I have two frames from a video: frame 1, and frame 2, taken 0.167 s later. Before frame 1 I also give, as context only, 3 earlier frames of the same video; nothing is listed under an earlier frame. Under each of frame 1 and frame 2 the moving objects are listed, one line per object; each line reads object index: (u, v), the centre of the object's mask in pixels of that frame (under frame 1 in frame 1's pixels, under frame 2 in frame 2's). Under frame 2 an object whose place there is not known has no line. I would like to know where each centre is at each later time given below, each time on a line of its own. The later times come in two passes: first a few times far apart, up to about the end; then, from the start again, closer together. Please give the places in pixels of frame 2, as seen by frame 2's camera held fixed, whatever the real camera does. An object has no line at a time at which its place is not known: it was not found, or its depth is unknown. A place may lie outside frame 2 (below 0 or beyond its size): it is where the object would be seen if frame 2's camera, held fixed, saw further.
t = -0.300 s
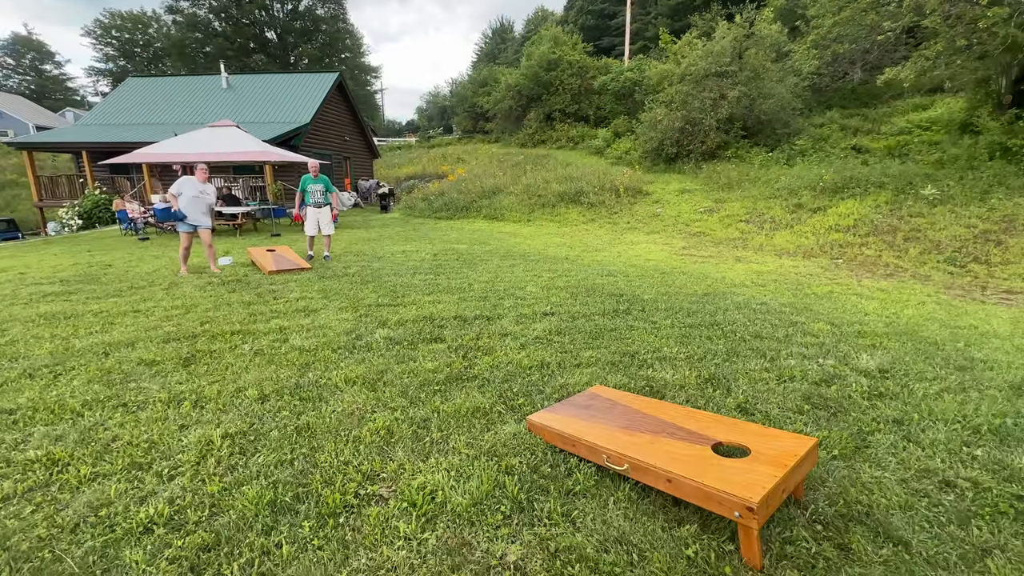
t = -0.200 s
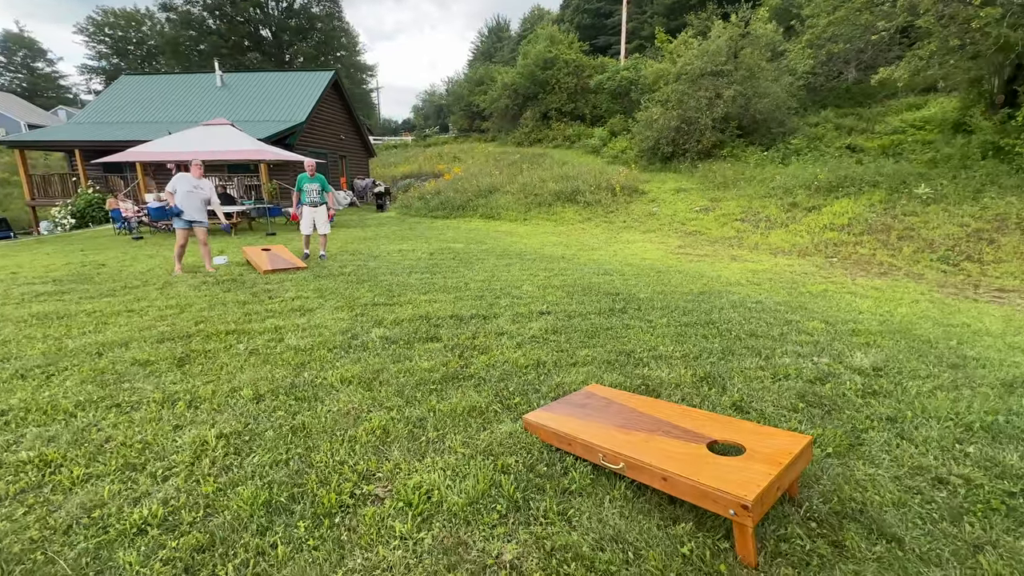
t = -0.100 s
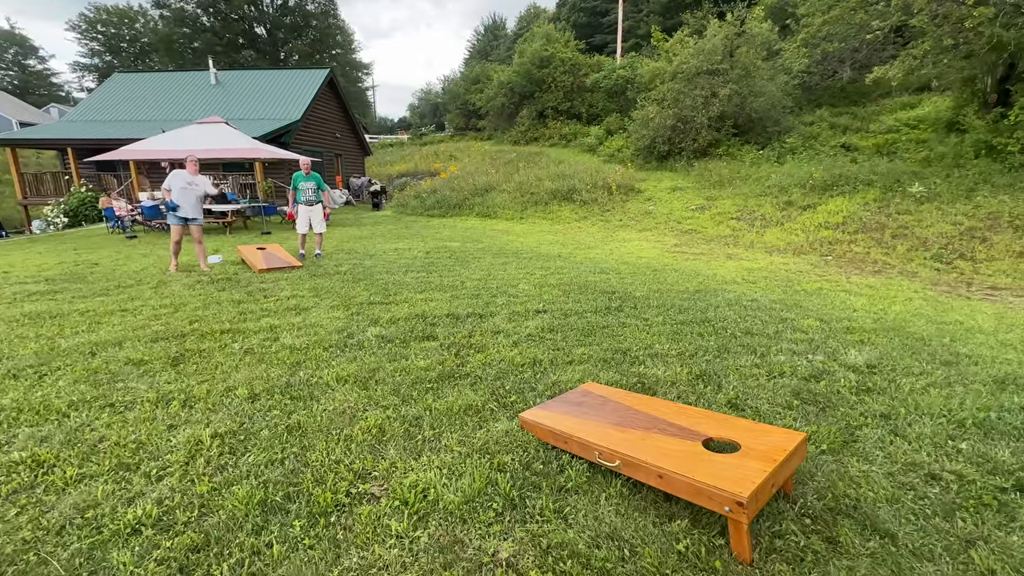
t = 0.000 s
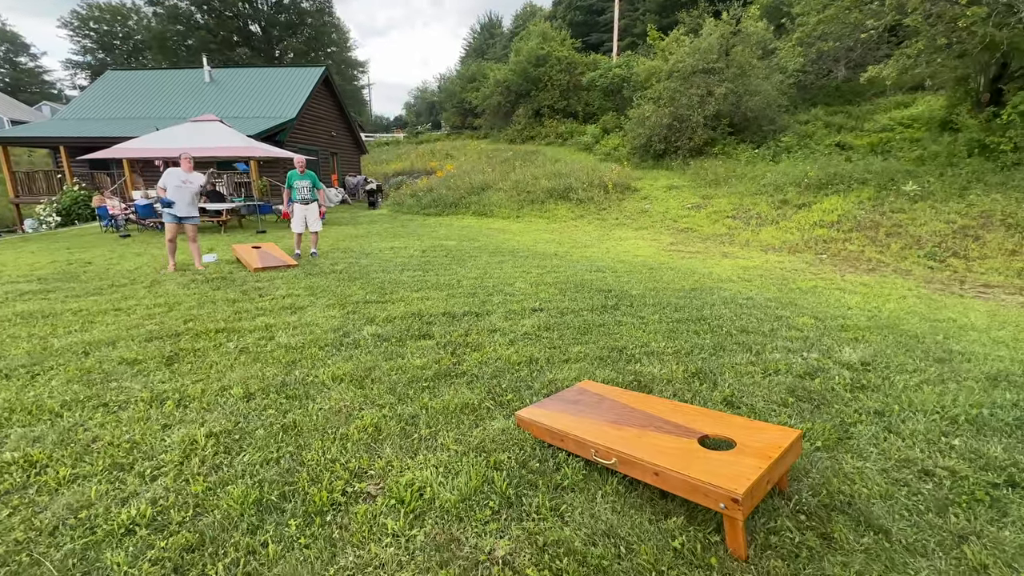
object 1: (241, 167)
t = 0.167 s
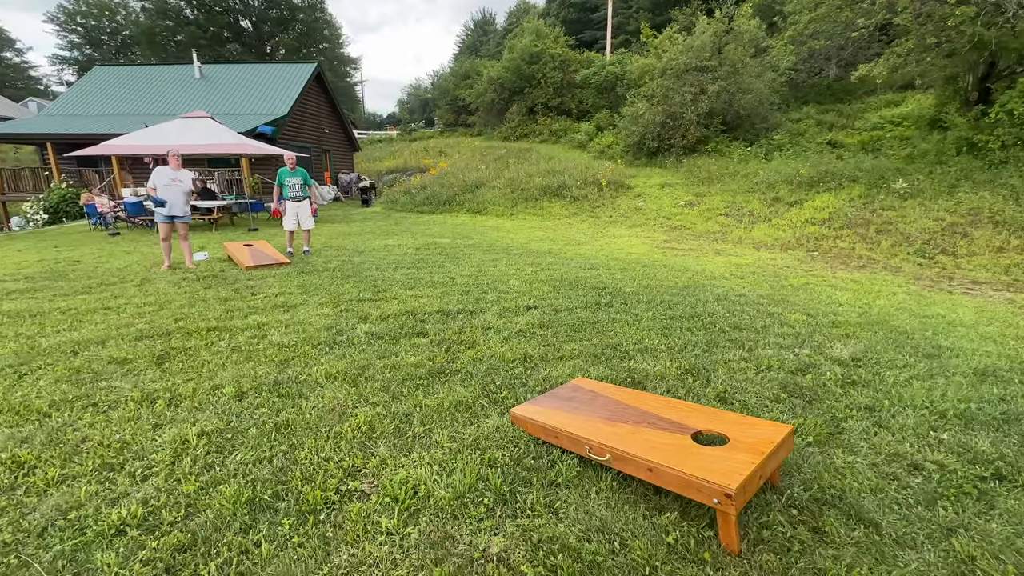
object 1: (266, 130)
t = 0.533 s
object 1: (398, 146)
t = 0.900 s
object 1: (759, 410)
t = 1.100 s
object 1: (751, 410)
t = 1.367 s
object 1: (750, 411)
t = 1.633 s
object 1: (749, 411)
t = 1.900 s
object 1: (749, 411)
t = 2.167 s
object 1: (749, 411)
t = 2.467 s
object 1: (749, 411)
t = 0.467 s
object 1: (366, 129)
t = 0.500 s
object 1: (382, 136)
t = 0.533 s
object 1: (398, 146)
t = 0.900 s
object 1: (759, 410)
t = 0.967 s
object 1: (756, 410)
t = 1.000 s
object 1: (755, 411)
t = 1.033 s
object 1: (754, 410)
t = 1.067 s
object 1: (752, 410)
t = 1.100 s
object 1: (751, 410)
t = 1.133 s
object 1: (751, 410)
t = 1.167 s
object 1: (751, 410)
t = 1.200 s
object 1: (750, 410)
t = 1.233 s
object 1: (750, 410)
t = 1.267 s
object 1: (750, 410)
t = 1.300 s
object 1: (750, 410)
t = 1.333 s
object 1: (750, 411)
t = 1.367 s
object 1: (750, 411)
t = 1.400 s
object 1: (750, 411)
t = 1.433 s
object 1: (750, 411)
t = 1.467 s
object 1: (749, 411)
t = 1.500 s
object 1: (750, 411)
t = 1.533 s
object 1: (749, 411)
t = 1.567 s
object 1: (749, 411)
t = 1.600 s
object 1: (749, 411)
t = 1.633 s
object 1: (749, 411)
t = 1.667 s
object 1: (749, 411)
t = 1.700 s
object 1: (749, 411)
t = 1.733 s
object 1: (749, 411)
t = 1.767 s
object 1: (749, 411)
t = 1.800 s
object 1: (749, 411)
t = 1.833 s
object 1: (749, 411)
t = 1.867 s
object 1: (749, 411)
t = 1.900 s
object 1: (749, 411)
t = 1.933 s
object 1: (749, 411)
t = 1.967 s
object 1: (749, 411)
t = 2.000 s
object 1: (749, 411)
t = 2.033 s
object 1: (749, 411)
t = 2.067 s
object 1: (749, 412)
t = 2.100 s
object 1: (749, 412)
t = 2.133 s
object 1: (749, 411)
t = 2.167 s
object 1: (749, 411)
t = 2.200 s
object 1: (749, 411)
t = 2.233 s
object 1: (749, 412)
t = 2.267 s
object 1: (749, 412)
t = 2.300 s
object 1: (749, 412)
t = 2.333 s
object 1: (749, 412)
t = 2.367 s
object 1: (749, 411)
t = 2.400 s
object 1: (749, 411)
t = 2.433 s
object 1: (749, 411)
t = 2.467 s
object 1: (749, 411)
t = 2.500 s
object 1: (749, 411)
